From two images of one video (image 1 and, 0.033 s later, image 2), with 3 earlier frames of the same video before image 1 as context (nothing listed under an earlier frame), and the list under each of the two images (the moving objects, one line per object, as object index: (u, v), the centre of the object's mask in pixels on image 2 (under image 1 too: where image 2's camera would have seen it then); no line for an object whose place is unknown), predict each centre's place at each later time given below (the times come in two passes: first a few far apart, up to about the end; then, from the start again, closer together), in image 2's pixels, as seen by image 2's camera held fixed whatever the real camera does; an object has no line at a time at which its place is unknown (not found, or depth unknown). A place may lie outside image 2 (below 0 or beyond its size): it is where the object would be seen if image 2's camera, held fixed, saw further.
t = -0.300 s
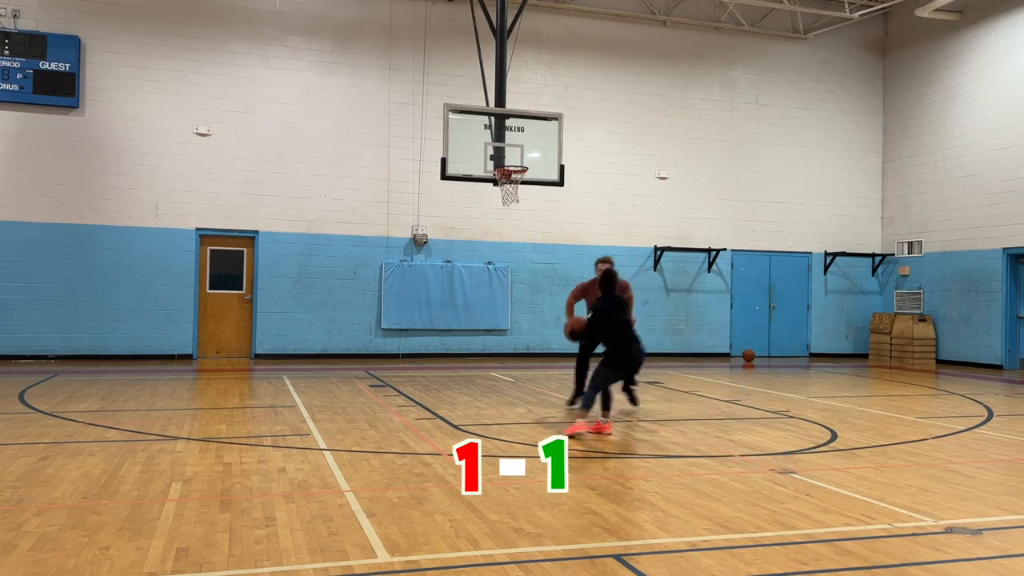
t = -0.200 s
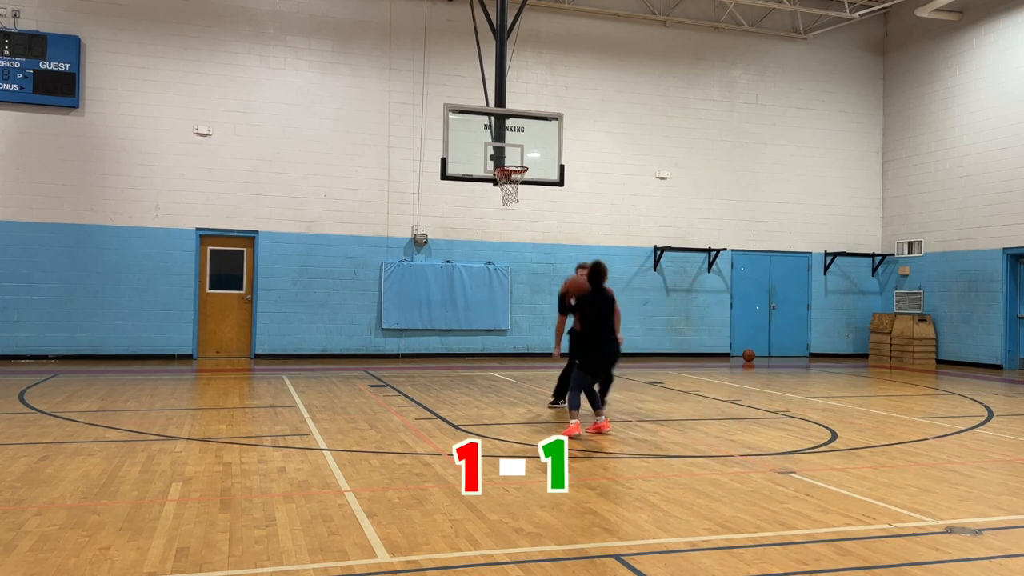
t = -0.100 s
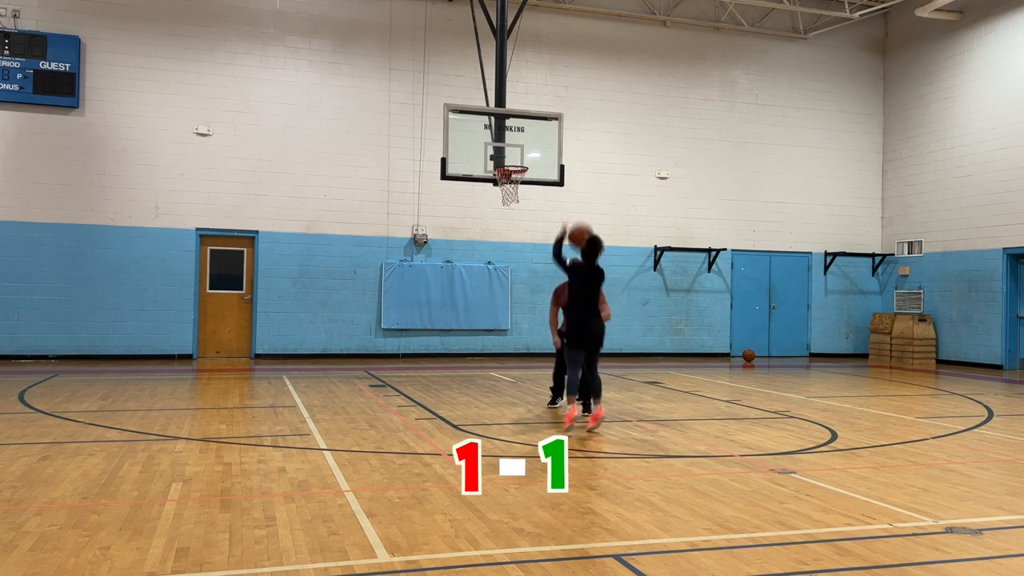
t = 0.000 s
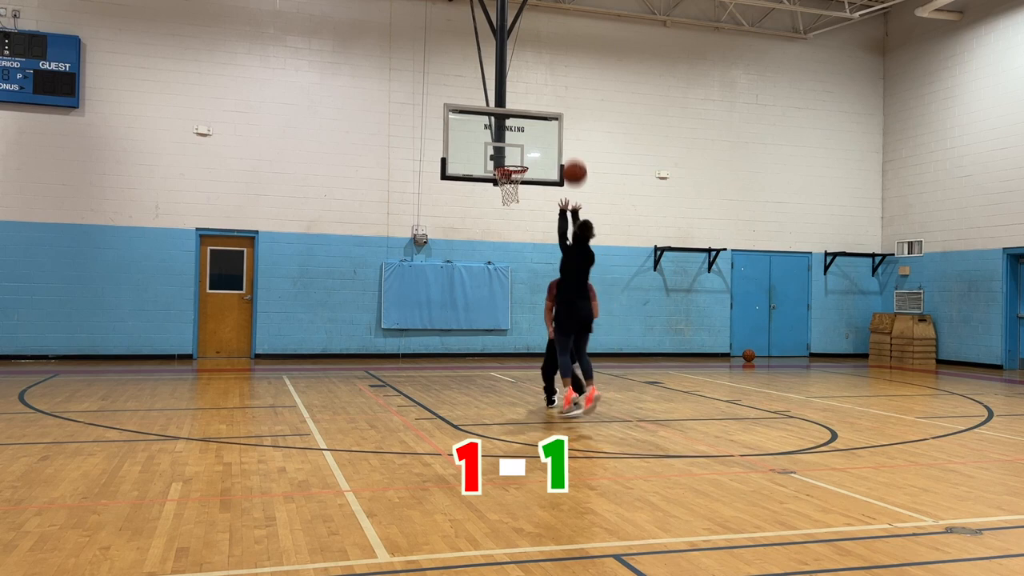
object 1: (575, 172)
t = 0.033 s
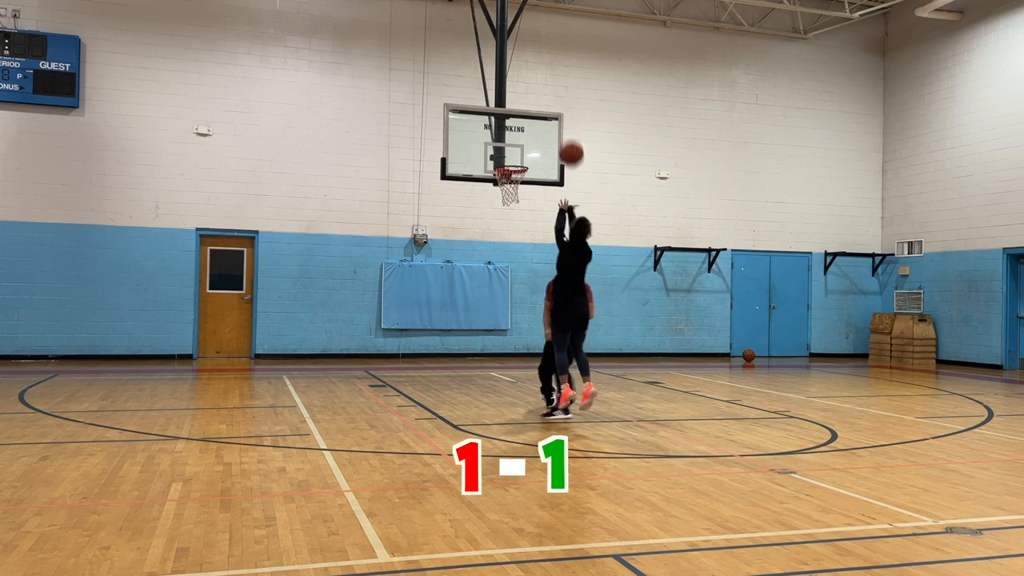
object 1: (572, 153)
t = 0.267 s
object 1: (552, 63)
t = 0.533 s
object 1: (532, 35)
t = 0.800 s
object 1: (515, 65)
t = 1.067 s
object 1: (500, 138)
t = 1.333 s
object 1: (453, 155)
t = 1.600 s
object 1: (394, 192)
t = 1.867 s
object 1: (331, 283)
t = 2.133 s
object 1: (270, 342)
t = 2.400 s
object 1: (222, 270)
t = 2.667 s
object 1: (170, 250)
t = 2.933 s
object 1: (116, 287)
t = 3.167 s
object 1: (67, 366)
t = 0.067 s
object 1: (568, 135)
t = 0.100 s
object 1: (565, 120)
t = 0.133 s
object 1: (562, 105)
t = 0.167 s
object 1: (559, 93)
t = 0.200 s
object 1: (556, 82)
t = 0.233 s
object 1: (554, 72)
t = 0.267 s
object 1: (552, 63)
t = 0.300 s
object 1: (549, 56)
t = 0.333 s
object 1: (546, 49)
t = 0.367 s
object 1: (544, 44)
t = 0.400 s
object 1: (541, 40)
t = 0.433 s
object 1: (539, 37)
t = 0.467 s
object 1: (537, 36)
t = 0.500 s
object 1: (535, 35)
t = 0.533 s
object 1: (532, 35)
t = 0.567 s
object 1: (530, 36)
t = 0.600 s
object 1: (528, 37)
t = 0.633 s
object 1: (526, 40)
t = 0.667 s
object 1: (524, 43)
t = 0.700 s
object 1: (521, 48)
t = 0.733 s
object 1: (519, 53)
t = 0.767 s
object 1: (517, 58)
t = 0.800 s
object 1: (515, 65)
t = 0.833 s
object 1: (513, 72)
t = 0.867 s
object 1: (512, 79)
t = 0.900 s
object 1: (510, 88)
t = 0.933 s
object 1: (506, 97)
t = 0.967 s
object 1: (505, 107)
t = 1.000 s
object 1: (503, 117)
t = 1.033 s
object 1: (502, 126)
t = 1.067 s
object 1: (500, 138)
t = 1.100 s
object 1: (498, 152)
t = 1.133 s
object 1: (495, 160)
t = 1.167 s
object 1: (489, 158)
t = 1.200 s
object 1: (482, 156)
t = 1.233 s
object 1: (475, 155)
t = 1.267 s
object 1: (468, 154)
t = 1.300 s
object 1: (460, 154)
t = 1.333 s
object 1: (453, 155)
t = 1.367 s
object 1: (446, 157)
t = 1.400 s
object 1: (438, 159)
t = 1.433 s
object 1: (431, 163)
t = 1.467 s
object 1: (424, 167)
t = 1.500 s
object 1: (416, 172)
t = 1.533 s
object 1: (409, 178)
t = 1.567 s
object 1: (401, 184)
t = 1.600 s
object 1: (394, 192)
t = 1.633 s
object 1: (385, 200)
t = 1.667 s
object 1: (378, 209)
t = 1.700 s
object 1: (370, 219)
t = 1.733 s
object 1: (362, 230)
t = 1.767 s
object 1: (355, 242)
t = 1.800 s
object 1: (347, 255)
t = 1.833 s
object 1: (339, 268)
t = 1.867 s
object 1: (331, 283)
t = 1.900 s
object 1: (323, 298)
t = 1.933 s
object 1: (315, 315)
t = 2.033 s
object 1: (290, 369)
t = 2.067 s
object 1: (283, 369)
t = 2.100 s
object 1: (277, 355)
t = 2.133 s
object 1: (270, 342)
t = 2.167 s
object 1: (265, 330)
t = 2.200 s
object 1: (259, 319)
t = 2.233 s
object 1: (253, 309)
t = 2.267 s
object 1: (247, 300)
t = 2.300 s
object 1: (239, 290)
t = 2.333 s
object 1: (234, 282)
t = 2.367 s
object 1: (228, 275)
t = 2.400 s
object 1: (222, 270)
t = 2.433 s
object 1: (215, 264)
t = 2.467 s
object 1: (209, 259)
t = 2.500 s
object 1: (202, 255)
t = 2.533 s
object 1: (195, 252)
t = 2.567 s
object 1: (189, 250)
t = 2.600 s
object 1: (183, 249)
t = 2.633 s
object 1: (176, 249)
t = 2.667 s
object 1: (170, 250)
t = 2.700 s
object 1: (163, 251)
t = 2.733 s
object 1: (156, 253)
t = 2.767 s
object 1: (150, 257)
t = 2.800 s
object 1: (143, 261)
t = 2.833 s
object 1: (137, 266)
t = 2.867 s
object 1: (130, 272)
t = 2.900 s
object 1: (123, 279)
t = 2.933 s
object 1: (116, 287)
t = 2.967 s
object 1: (110, 295)
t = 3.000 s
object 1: (103, 305)
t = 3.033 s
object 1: (96, 315)
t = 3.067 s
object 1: (89, 327)
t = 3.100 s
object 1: (82, 339)
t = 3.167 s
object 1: (67, 366)
